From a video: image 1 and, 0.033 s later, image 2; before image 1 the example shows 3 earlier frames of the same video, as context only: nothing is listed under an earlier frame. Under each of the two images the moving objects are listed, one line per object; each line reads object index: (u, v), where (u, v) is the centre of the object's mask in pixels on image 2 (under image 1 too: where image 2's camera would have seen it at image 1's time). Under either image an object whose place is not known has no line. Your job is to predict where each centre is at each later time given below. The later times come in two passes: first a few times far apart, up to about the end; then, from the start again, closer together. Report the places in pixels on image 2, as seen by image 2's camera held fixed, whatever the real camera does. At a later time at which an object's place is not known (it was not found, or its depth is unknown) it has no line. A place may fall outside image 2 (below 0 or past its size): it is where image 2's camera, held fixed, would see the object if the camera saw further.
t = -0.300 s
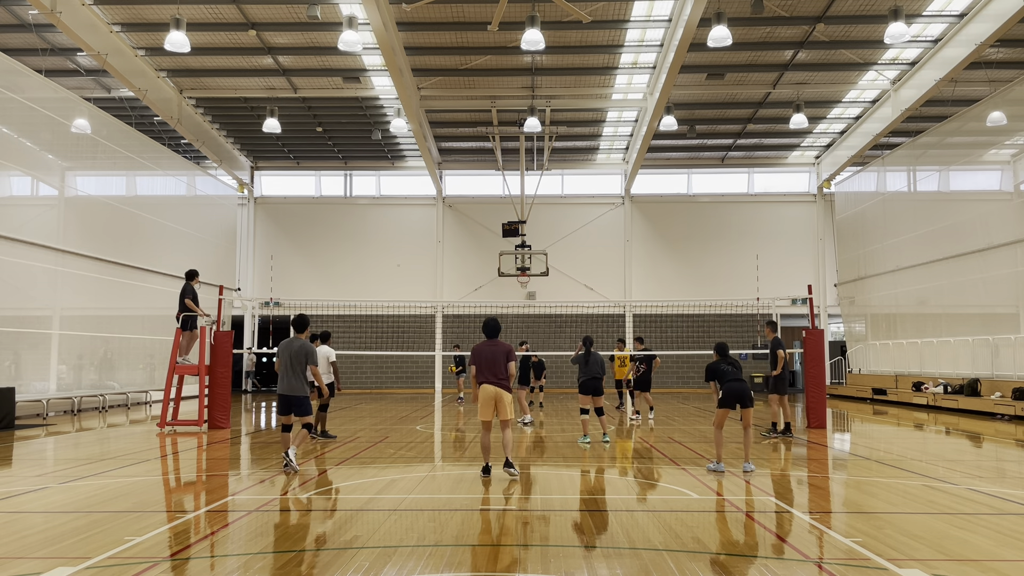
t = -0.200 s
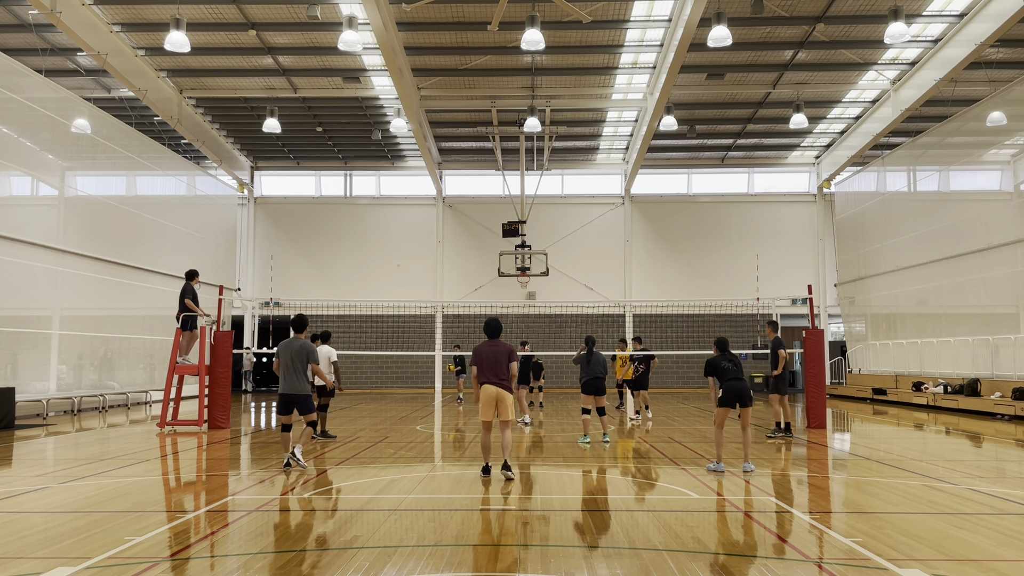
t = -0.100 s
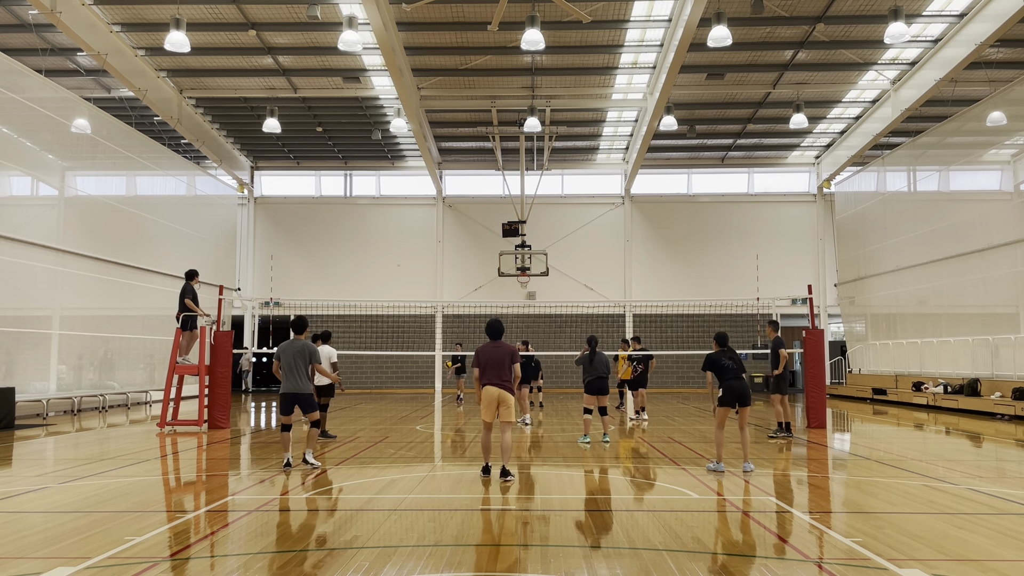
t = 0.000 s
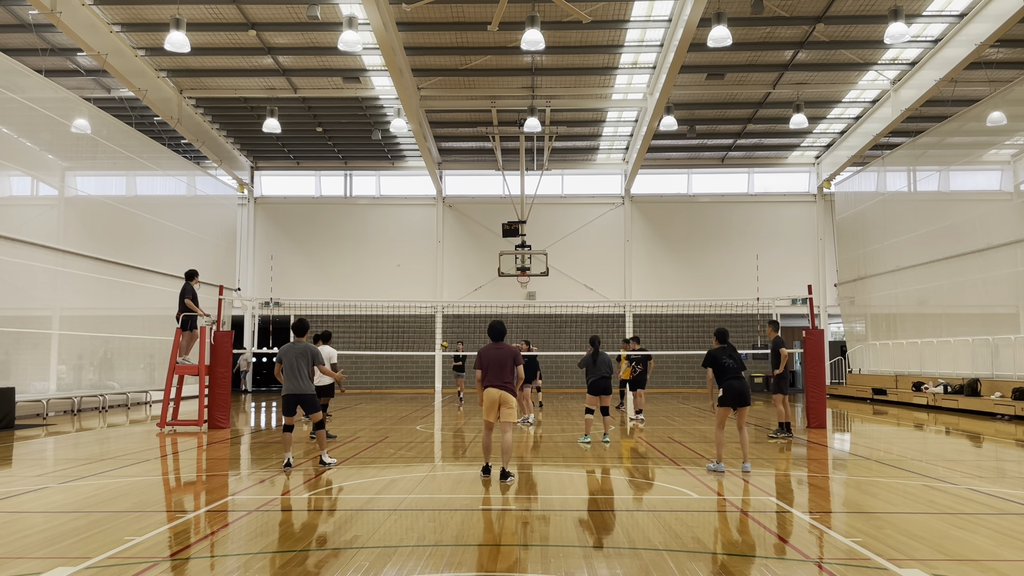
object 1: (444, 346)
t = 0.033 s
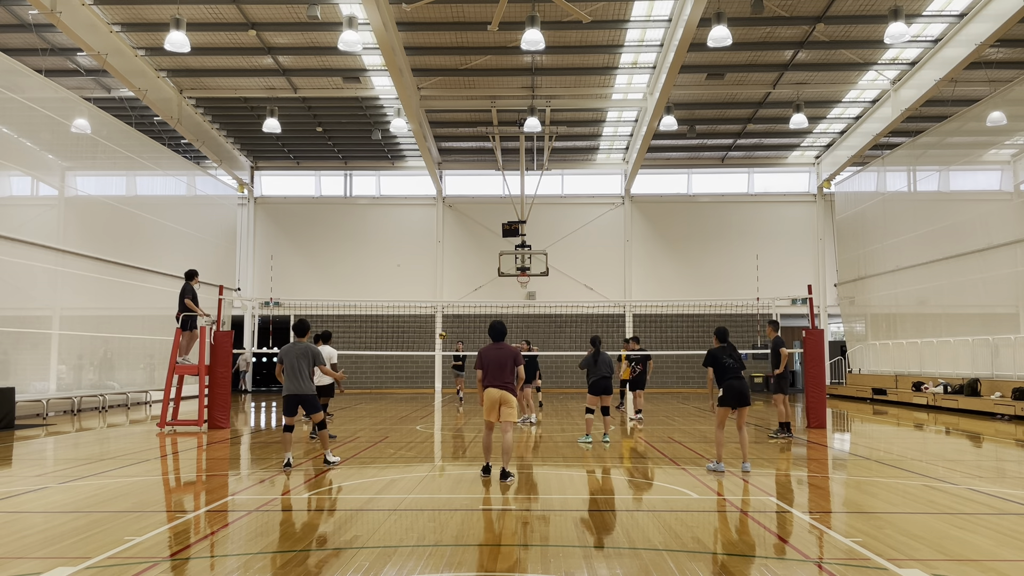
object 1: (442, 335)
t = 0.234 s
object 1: (431, 280)
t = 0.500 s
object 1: (415, 222)
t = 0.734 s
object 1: (397, 189)
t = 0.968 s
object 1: (377, 177)
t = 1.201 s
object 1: (353, 191)
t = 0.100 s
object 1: (439, 316)
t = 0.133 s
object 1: (437, 307)
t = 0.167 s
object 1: (435, 297)
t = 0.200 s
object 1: (433, 289)
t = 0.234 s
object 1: (431, 280)
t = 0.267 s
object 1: (429, 272)
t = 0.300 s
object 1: (428, 264)
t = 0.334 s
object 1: (426, 256)
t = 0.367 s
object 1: (423, 248)
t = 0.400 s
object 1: (422, 241)
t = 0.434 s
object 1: (419, 234)
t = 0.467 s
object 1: (417, 228)
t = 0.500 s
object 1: (415, 222)
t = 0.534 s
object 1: (413, 216)
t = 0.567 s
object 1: (410, 210)
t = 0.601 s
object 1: (408, 205)
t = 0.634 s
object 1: (406, 201)
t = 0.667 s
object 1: (403, 196)
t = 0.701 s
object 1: (400, 192)
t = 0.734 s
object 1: (397, 189)
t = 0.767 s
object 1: (395, 185)
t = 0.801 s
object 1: (392, 183)
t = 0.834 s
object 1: (389, 180)
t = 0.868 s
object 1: (386, 179)
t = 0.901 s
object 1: (383, 177)
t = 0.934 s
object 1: (380, 177)
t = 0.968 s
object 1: (377, 177)
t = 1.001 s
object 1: (374, 177)
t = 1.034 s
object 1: (370, 178)
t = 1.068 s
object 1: (367, 179)
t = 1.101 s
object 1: (364, 181)
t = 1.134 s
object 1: (360, 184)
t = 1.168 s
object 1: (357, 187)
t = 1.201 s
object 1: (353, 191)
